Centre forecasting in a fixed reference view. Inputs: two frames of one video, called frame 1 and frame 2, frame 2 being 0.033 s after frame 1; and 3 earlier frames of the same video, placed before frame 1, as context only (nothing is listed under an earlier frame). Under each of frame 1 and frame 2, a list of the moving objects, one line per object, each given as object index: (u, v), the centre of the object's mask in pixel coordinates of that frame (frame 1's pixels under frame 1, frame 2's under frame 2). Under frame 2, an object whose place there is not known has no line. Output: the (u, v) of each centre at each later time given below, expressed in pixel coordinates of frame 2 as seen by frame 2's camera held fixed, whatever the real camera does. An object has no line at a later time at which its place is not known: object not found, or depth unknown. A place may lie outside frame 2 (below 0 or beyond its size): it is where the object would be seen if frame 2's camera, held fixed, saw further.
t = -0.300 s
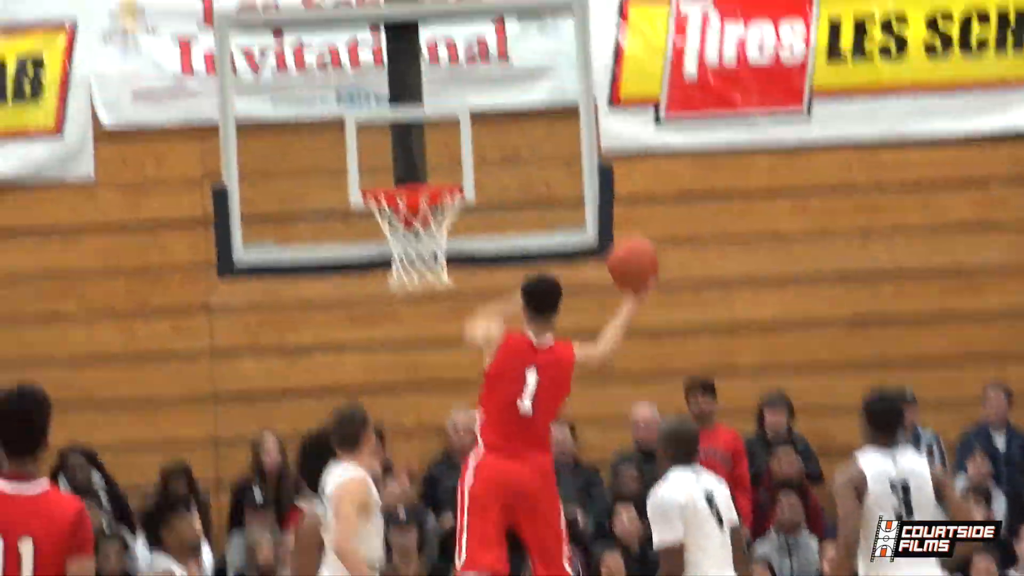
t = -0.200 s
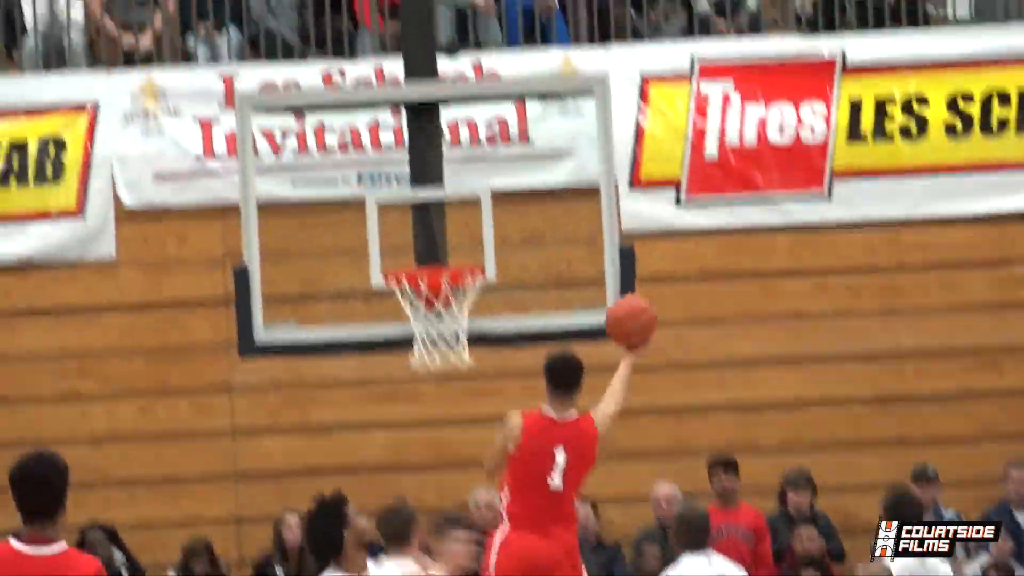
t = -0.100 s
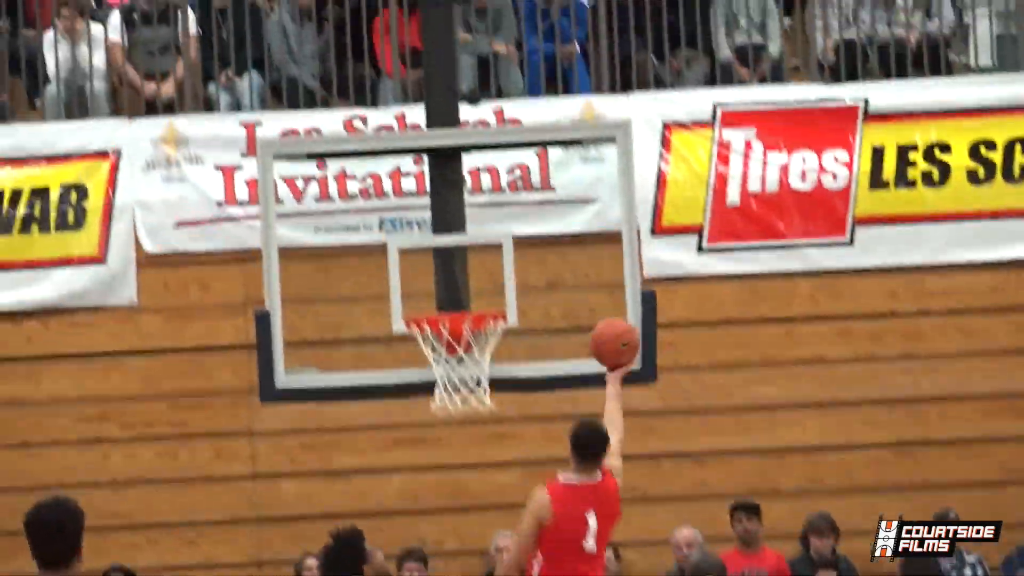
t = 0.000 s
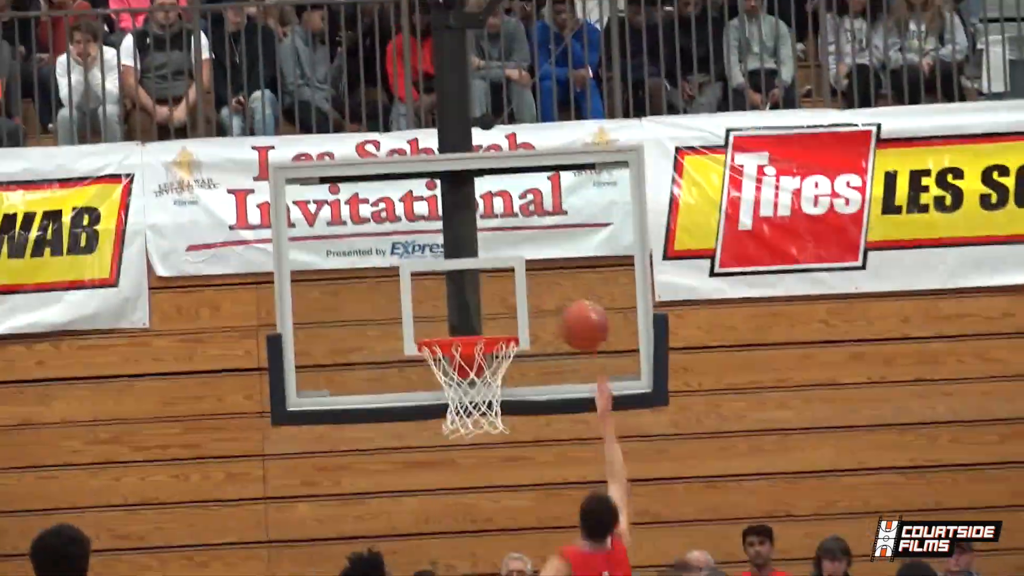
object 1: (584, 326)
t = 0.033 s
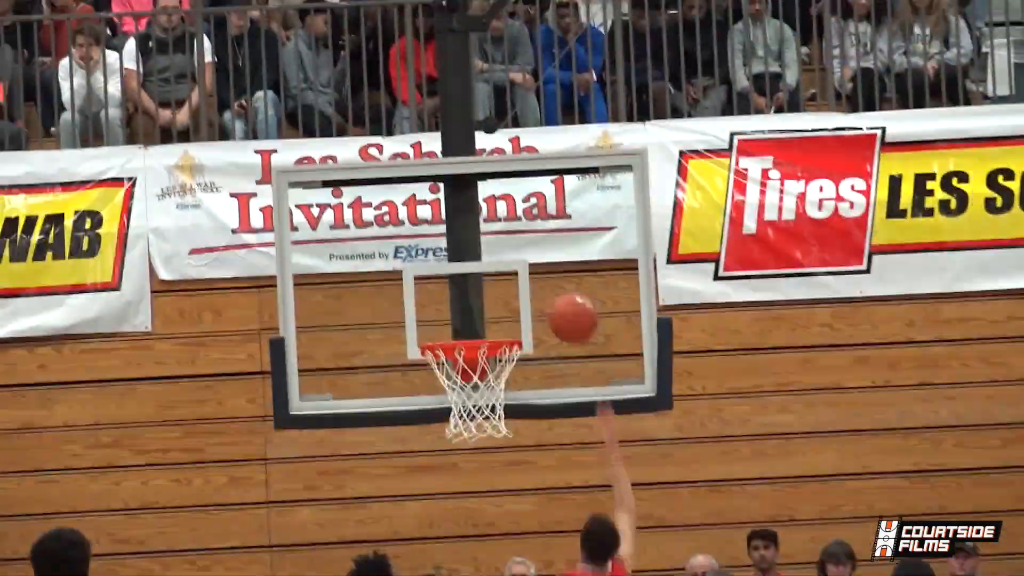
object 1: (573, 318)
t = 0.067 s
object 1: (560, 310)
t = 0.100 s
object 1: (546, 306)
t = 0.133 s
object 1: (534, 303)
